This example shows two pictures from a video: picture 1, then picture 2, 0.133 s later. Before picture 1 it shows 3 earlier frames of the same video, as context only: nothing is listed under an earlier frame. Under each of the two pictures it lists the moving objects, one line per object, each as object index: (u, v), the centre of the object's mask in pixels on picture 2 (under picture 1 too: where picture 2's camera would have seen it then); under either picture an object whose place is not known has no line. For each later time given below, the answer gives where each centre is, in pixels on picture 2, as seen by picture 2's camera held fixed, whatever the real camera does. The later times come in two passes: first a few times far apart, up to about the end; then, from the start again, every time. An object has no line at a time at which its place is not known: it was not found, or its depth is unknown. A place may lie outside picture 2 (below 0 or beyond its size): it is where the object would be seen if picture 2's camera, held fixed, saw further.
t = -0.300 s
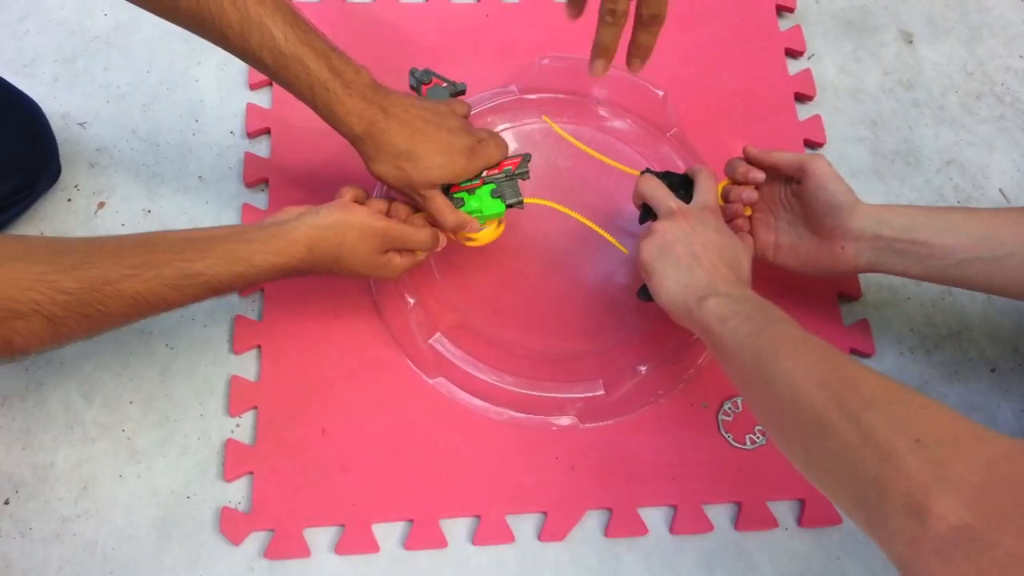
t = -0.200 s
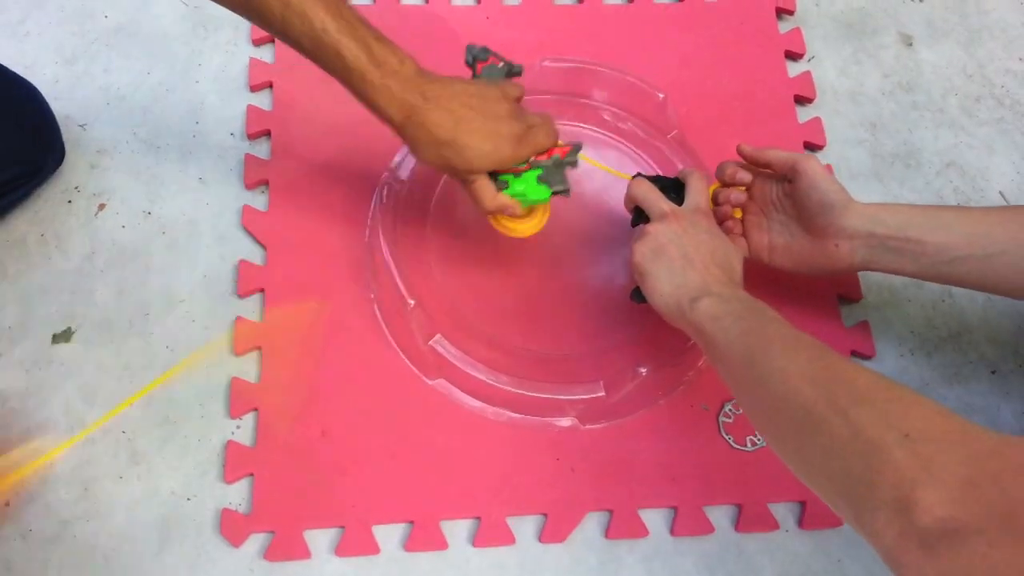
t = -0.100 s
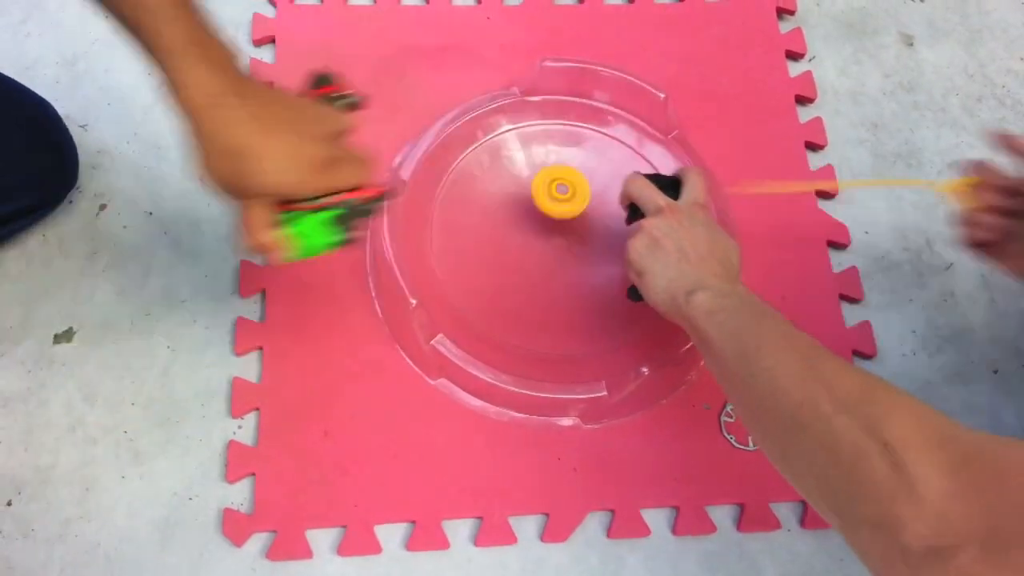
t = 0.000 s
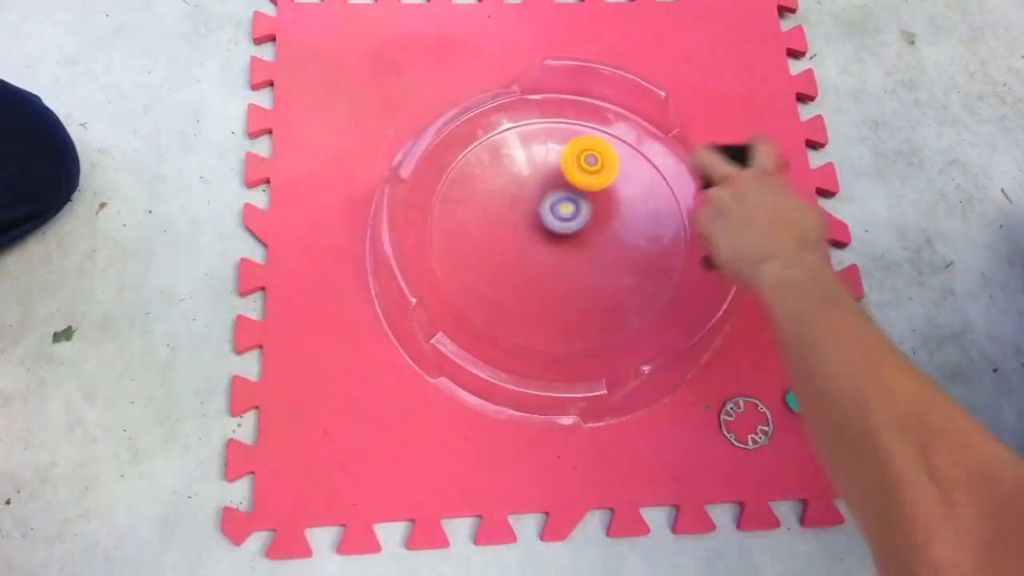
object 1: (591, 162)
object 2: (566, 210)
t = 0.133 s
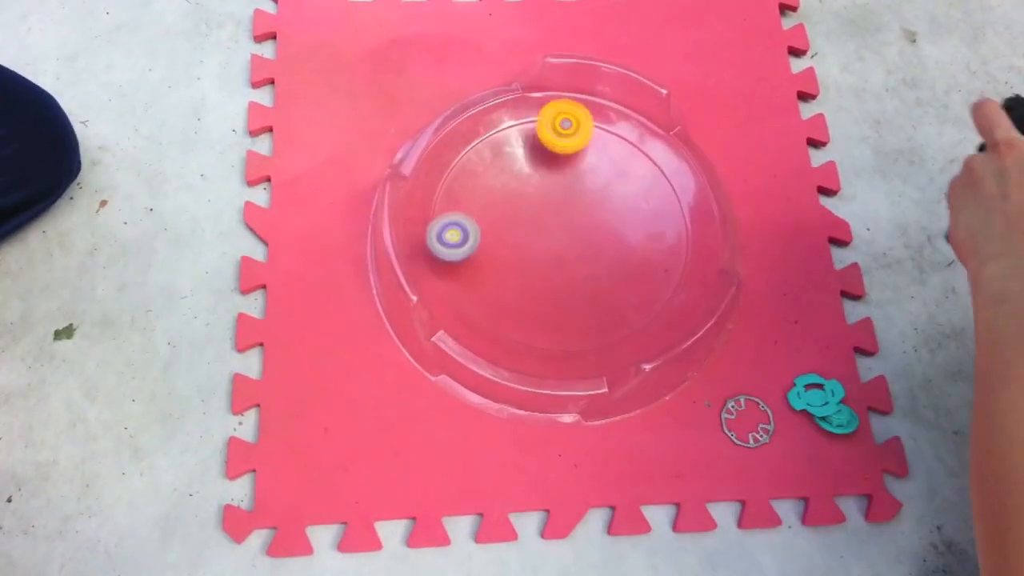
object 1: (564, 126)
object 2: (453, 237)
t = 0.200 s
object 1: (524, 117)
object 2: (438, 270)
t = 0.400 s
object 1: (507, 291)
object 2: (519, 342)
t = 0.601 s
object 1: (691, 180)
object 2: (615, 322)
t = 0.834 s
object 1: (552, 186)
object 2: (618, 172)
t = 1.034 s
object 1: (614, 285)
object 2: (422, 153)
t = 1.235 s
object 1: (711, 205)
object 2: (444, 186)
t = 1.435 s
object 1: (613, 192)
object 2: (505, 250)
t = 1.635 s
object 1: (646, 266)
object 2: (499, 282)
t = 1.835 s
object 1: (683, 250)
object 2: (574, 286)
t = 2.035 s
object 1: (659, 228)
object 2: (548, 226)
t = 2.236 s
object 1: (577, 258)
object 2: (495, 225)
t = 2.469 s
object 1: (663, 275)
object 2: (491, 255)
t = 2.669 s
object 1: (568, 230)
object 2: (519, 251)
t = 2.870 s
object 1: (541, 257)
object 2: (437, 261)
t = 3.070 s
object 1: (596, 329)
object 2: (470, 276)
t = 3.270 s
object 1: (617, 244)
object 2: (530, 262)
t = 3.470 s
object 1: (530, 191)
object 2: (493, 249)
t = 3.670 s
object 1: (477, 189)
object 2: (485, 394)
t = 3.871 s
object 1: (530, 248)
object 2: (453, 486)
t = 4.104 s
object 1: (577, 162)
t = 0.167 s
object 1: (548, 119)
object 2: (439, 253)
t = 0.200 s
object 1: (524, 117)
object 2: (438, 270)
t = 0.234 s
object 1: (494, 125)
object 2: (453, 286)
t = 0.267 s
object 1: (464, 152)
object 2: (467, 302)
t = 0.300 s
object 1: (448, 190)
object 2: (480, 316)
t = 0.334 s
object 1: (450, 230)
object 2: (492, 327)
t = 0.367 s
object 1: (471, 266)
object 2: (505, 336)
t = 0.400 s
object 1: (507, 291)
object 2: (519, 342)
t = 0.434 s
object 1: (555, 303)
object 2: (534, 346)
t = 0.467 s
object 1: (602, 301)
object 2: (551, 346)
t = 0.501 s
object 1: (644, 282)
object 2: (567, 344)
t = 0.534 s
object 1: (675, 253)
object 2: (581, 340)
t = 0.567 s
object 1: (689, 217)
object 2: (597, 333)
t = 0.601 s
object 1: (691, 180)
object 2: (615, 322)
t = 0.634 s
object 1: (686, 145)
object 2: (630, 308)
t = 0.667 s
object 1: (668, 129)
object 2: (643, 291)
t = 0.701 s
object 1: (649, 128)
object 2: (652, 272)
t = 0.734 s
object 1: (626, 134)
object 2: (655, 250)
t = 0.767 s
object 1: (600, 146)
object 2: (651, 224)
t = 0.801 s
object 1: (574, 164)
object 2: (639, 198)
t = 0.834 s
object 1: (552, 186)
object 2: (618, 172)
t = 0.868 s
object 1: (555, 199)
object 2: (591, 147)
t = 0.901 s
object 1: (557, 219)
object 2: (558, 130)
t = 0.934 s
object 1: (558, 245)
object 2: (520, 119)
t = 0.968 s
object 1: (572, 260)
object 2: (483, 122)
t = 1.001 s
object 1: (594, 270)
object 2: (448, 137)
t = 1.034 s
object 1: (614, 285)
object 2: (422, 153)
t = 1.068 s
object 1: (642, 283)
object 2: (422, 151)
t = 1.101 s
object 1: (667, 281)
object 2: (427, 151)
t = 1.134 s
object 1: (680, 255)
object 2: (432, 157)
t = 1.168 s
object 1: (690, 233)
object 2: (438, 167)
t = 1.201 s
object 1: (702, 217)
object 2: (441, 174)
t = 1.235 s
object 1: (711, 205)
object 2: (444, 186)
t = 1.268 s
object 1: (703, 187)
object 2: (448, 198)
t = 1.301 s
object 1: (692, 178)
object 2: (452, 210)
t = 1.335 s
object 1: (679, 175)
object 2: (460, 221)
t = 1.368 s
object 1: (661, 178)
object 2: (472, 233)
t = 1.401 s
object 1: (639, 183)
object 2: (487, 243)
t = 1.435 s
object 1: (613, 192)
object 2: (505, 250)
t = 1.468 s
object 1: (591, 208)
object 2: (525, 255)
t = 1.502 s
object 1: (581, 227)
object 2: (539, 256)
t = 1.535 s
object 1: (597, 234)
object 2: (525, 260)
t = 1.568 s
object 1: (613, 245)
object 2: (509, 270)
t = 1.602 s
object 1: (629, 257)
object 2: (500, 277)
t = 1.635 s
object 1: (646, 266)
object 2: (499, 282)
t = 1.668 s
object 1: (668, 275)
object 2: (504, 285)
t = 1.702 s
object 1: (680, 267)
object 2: (516, 288)
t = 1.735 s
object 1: (689, 258)
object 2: (531, 292)
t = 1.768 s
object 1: (691, 255)
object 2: (547, 293)
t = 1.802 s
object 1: (687, 254)
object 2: (562, 292)
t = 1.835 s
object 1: (683, 250)
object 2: (574, 286)
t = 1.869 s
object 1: (675, 248)
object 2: (586, 278)
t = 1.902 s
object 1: (664, 246)
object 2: (593, 268)
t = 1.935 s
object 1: (654, 245)
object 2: (593, 256)
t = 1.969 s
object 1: (661, 239)
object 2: (572, 244)
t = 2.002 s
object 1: (663, 233)
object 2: (559, 234)
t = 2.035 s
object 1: (659, 228)
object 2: (548, 226)
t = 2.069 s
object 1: (650, 222)
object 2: (537, 222)
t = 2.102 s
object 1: (635, 218)
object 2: (527, 220)
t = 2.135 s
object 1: (618, 220)
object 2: (518, 220)
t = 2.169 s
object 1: (600, 227)
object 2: (509, 221)
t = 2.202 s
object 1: (585, 241)
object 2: (502, 222)
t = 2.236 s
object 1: (577, 258)
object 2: (495, 225)
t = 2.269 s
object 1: (578, 277)
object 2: (490, 229)
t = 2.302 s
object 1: (588, 294)
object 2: (486, 233)
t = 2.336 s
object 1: (606, 306)
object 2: (483, 237)
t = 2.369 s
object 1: (628, 313)
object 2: (482, 242)
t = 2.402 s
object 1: (646, 303)
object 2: (484, 247)
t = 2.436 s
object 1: (659, 288)
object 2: (487, 251)
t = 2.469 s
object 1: (663, 275)
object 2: (491, 255)
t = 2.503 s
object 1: (660, 262)
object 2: (497, 258)
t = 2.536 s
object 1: (649, 249)
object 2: (503, 259)
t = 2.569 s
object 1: (632, 236)
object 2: (509, 259)
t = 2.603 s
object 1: (610, 228)
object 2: (516, 257)
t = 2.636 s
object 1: (585, 227)
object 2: (522, 255)
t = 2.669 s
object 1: (568, 230)
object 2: (519, 251)
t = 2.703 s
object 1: (566, 226)
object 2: (492, 246)
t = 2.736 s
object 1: (563, 228)
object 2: (466, 247)
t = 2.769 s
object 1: (559, 233)
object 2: (446, 250)
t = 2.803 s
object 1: (553, 238)
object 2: (435, 255)
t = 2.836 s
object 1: (546, 246)
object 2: (433, 258)
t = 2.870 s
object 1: (541, 257)
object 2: (437, 261)
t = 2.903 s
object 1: (538, 270)
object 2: (440, 264)
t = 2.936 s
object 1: (540, 285)
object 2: (442, 267)
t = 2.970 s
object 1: (547, 301)
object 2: (446, 268)
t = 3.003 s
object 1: (560, 314)
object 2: (451, 270)
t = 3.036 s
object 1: (577, 324)
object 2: (461, 275)
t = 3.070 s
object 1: (596, 329)
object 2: (470, 276)
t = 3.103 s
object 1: (614, 325)
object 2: (480, 276)
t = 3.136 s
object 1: (629, 312)
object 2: (490, 275)
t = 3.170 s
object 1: (637, 297)
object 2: (500, 273)
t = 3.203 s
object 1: (637, 279)
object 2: (511, 271)
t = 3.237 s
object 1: (630, 261)
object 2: (521, 267)
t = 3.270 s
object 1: (617, 244)
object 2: (530, 262)
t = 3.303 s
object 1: (598, 229)
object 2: (539, 255)
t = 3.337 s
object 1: (584, 217)
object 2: (535, 250)
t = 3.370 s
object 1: (575, 204)
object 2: (514, 254)
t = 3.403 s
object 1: (565, 195)
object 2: (502, 251)
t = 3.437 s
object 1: (548, 191)
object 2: (495, 249)
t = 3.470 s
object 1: (530, 191)
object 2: (493, 249)
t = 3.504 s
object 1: (512, 196)
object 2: (492, 249)
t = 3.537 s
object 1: (497, 203)
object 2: (490, 254)
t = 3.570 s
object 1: (493, 192)
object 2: (478, 293)
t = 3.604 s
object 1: (489, 185)
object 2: (469, 333)
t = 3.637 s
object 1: (484, 184)
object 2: (478, 361)
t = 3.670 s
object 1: (477, 189)
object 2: (485, 394)
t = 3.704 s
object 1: (471, 199)
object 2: (493, 430)
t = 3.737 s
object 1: (472, 214)
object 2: (497, 466)
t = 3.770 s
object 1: (480, 229)
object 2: (486, 468)
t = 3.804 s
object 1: (493, 241)
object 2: (474, 474)
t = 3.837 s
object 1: (510, 248)
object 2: (462, 482)
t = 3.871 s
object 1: (530, 248)
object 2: (453, 486)
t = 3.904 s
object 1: (547, 243)
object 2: (451, 491)
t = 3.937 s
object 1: (562, 234)
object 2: (448, 495)
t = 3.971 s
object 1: (574, 222)
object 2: (444, 497)
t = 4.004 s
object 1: (580, 208)
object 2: (440, 500)
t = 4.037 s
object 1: (584, 192)
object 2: (436, 503)
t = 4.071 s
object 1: (582, 177)
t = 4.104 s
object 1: (577, 162)
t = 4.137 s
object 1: (568, 149)
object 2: (424, 510)
